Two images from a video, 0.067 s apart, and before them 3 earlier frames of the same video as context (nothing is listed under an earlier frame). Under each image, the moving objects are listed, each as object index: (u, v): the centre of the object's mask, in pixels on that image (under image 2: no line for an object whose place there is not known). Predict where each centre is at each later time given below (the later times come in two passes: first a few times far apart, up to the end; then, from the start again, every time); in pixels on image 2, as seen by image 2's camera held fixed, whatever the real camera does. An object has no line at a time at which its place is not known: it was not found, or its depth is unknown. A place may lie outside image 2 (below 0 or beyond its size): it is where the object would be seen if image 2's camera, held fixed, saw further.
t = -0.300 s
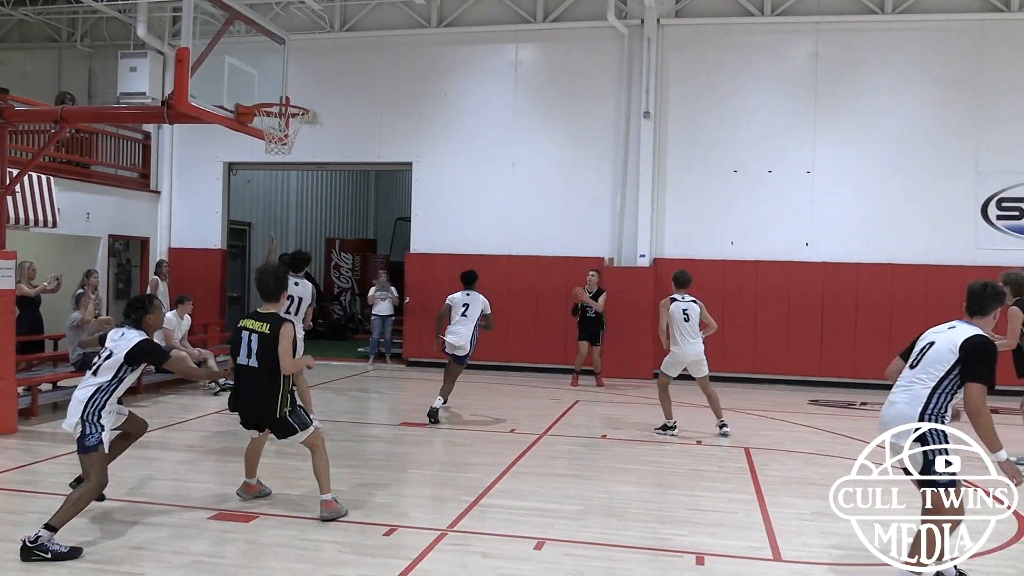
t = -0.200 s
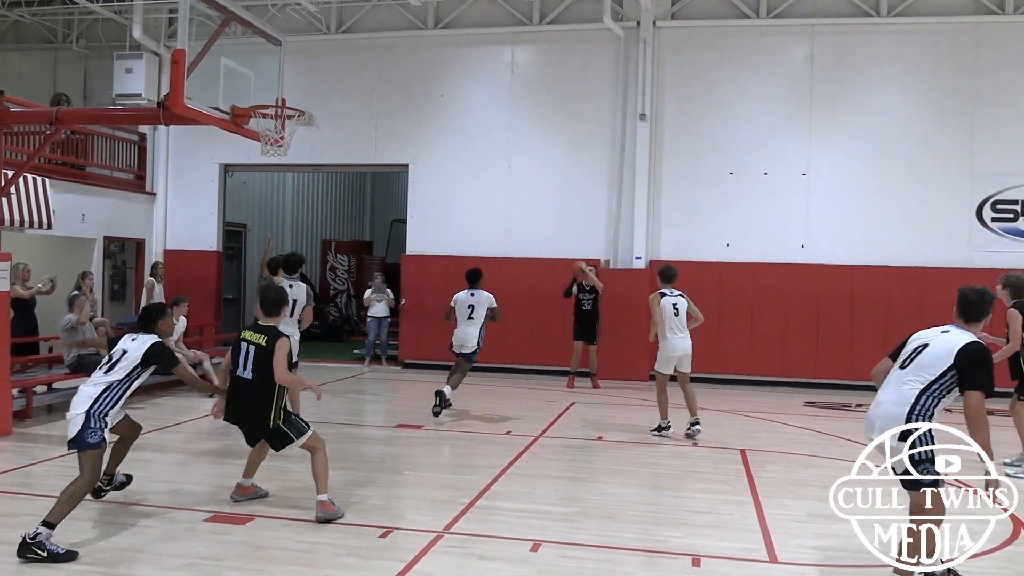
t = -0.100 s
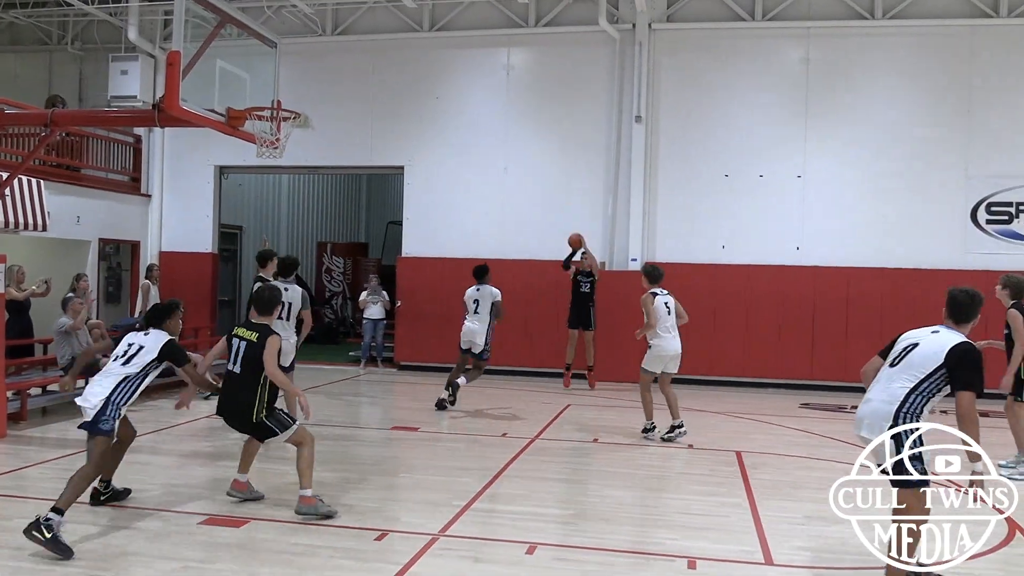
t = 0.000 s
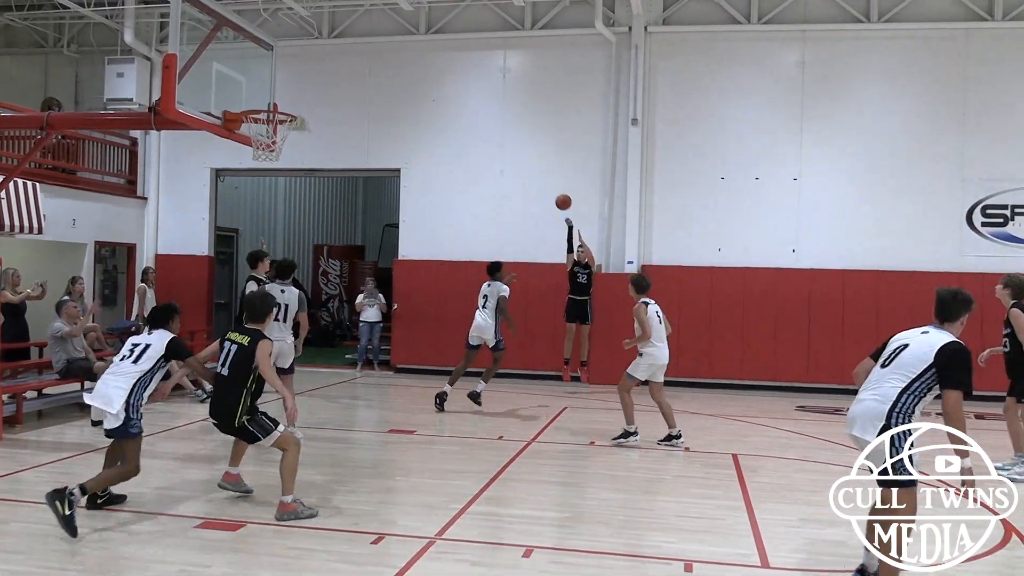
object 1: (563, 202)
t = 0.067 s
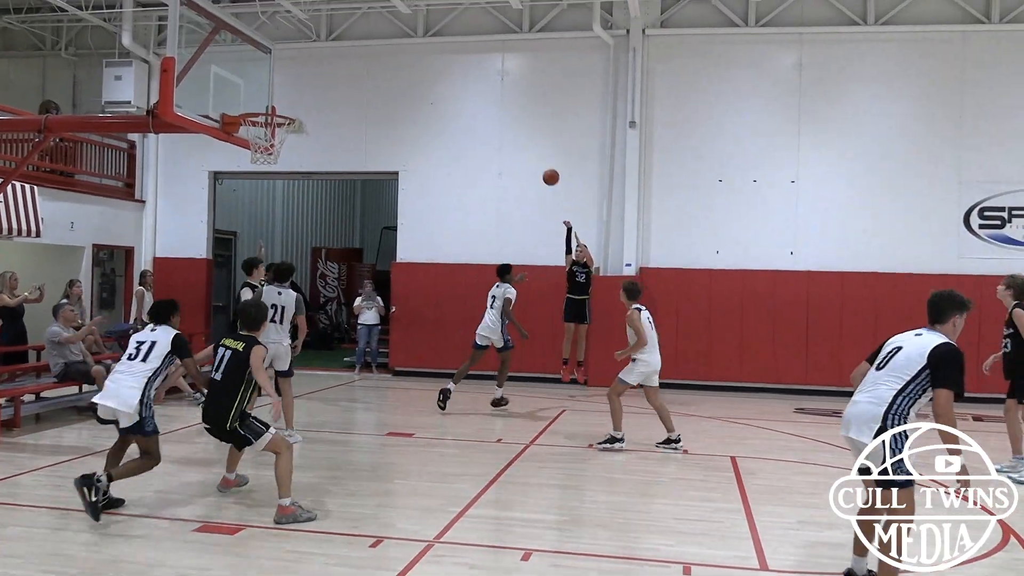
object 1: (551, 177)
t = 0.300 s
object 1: (509, 95)
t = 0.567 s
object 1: (449, 34)
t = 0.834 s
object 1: (376, 30)
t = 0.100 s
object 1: (545, 164)
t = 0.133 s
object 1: (539, 151)
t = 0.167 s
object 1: (534, 139)
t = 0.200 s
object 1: (528, 127)
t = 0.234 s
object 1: (522, 116)
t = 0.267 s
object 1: (516, 105)
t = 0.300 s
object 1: (509, 95)
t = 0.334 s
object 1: (502, 85)
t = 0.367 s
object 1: (496, 77)
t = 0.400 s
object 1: (489, 68)
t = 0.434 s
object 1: (481, 60)
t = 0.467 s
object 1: (474, 54)
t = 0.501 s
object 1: (466, 47)
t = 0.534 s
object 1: (457, 40)
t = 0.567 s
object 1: (449, 34)
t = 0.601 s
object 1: (440, 30)
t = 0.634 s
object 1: (432, 28)
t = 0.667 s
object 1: (424, 27)
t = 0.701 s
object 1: (415, 25)
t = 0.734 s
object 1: (405, 24)
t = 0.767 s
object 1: (395, 25)
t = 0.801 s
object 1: (386, 27)
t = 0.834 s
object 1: (376, 30)
